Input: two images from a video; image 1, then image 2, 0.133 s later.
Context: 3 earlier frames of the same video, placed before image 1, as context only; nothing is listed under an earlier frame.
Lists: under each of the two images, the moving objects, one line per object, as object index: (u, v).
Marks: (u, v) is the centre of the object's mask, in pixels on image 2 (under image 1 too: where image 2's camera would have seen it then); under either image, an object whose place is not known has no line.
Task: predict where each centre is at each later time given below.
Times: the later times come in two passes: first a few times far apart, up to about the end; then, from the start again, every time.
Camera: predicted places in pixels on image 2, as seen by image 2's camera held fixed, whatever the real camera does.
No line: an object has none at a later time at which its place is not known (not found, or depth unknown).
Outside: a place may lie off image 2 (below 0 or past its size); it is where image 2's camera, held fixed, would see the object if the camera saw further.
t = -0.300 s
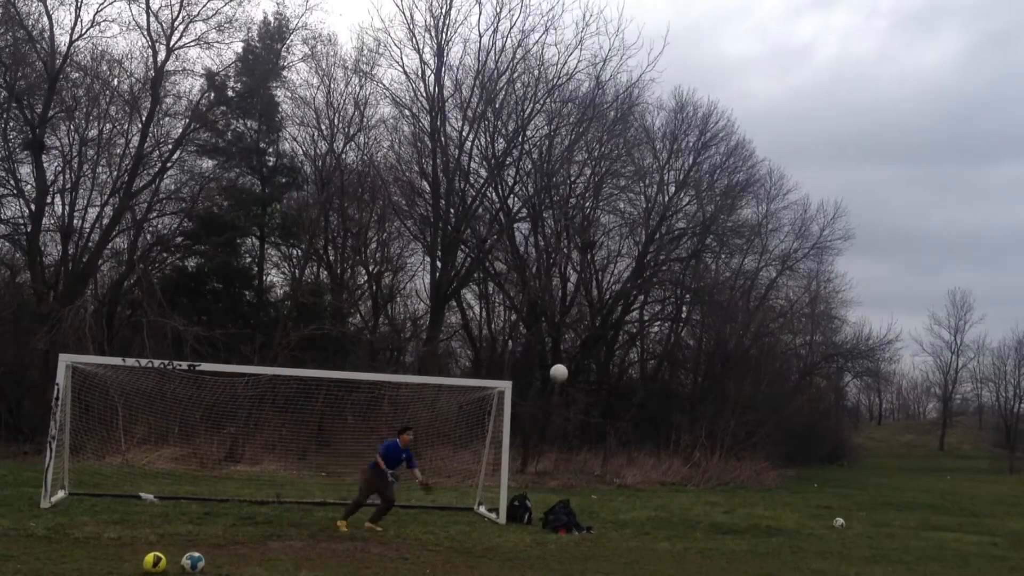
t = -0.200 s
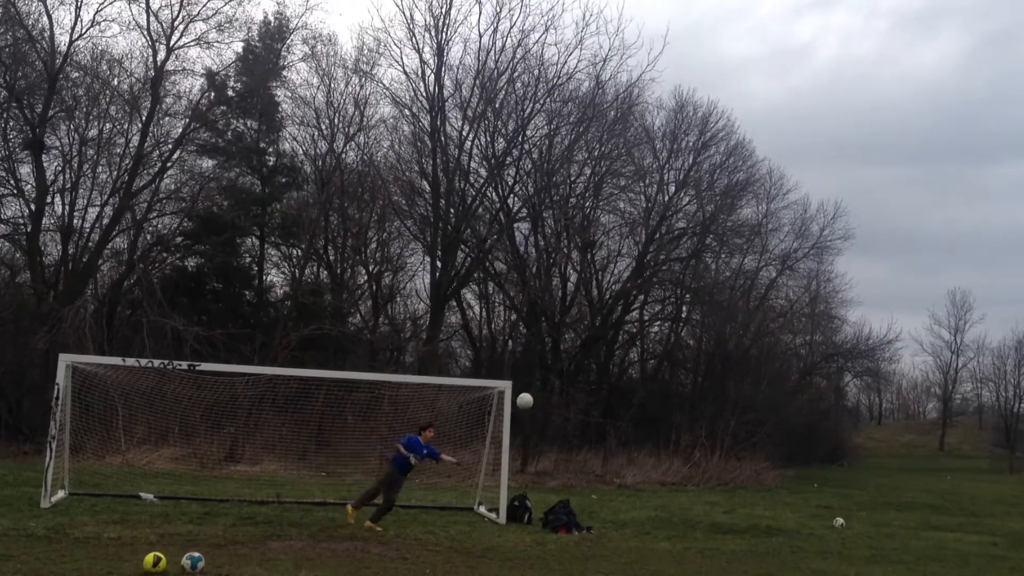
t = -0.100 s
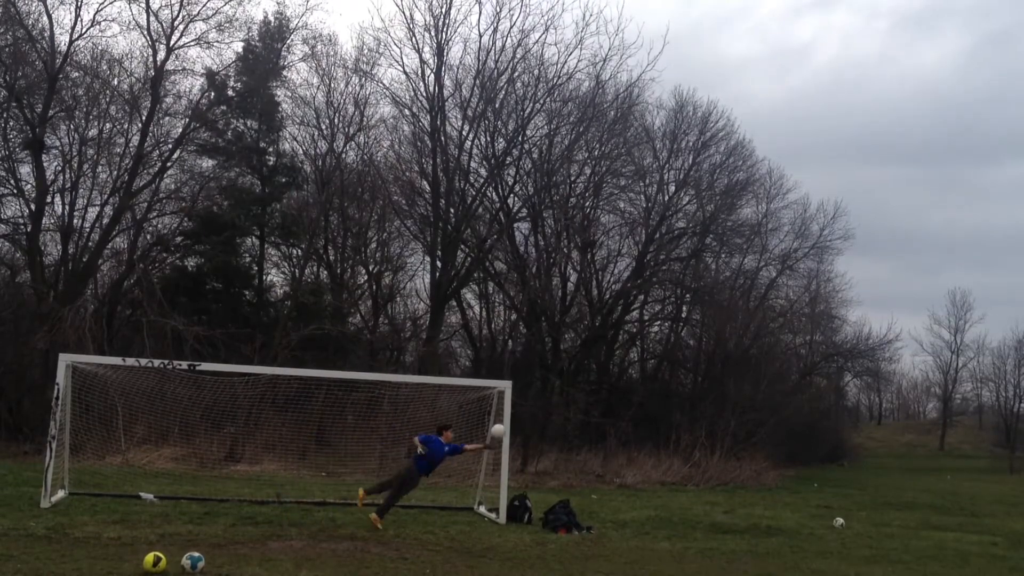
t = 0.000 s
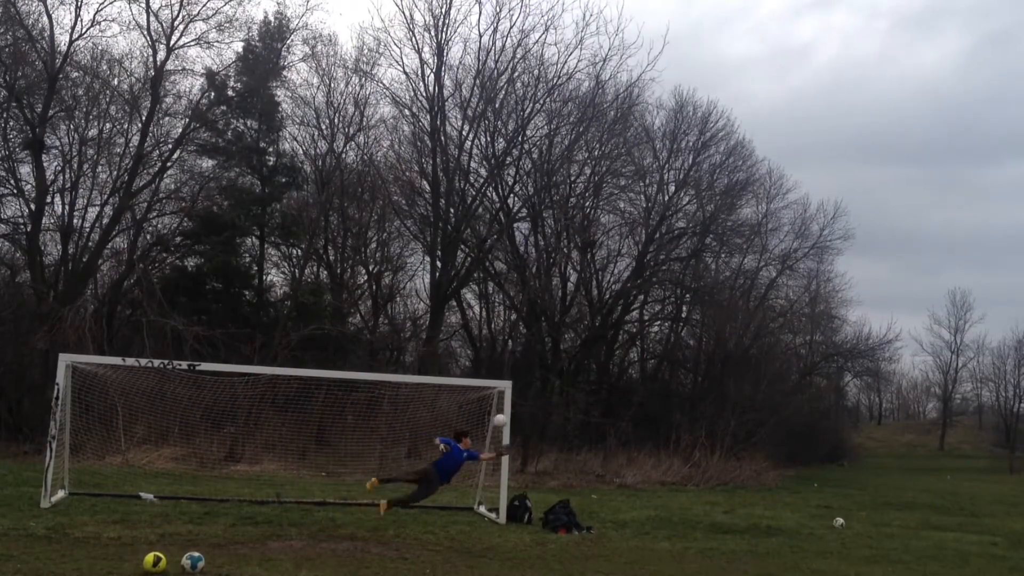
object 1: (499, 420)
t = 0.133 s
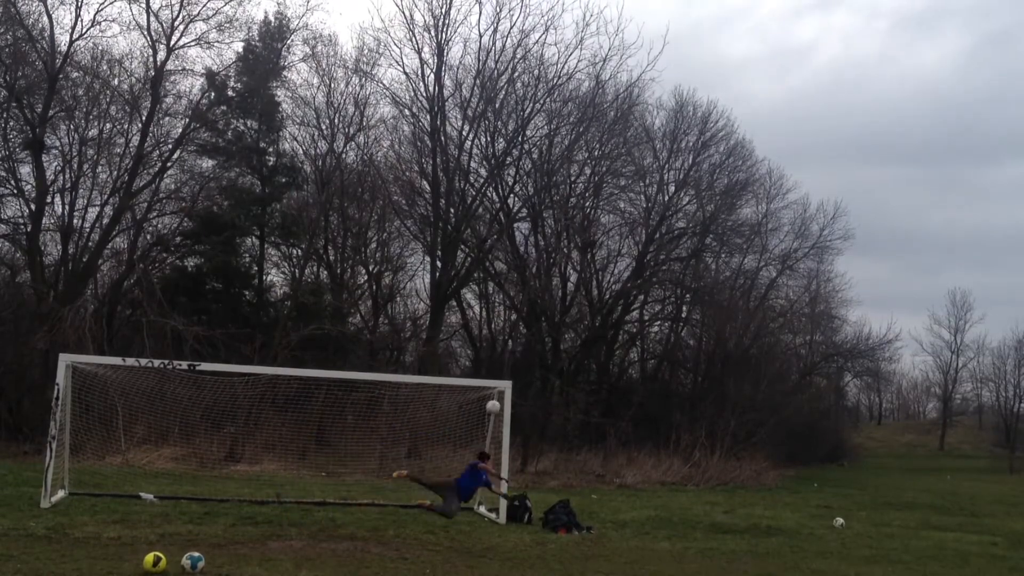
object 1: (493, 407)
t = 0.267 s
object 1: (462, 403)
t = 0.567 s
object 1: (378, 441)
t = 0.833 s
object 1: (280, 539)
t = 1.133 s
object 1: (202, 494)
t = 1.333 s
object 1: (139, 504)
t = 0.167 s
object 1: (485, 405)
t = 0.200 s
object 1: (478, 404)
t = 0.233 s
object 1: (470, 403)
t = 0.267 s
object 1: (462, 403)
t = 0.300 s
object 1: (454, 404)
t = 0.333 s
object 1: (445, 406)
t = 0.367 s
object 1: (436, 409)
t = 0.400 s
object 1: (427, 412)
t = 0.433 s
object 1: (418, 417)
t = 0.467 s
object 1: (408, 422)
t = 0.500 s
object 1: (399, 428)
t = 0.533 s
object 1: (388, 434)
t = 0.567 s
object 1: (378, 441)
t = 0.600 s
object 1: (367, 450)
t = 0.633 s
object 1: (356, 459)
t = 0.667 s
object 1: (344, 470)
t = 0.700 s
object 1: (332, 481)
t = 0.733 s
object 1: (320, 494)
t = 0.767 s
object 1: (307, 508)
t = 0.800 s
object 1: (294, 523)
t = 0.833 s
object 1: (280, 539)
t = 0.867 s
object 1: (272, 533)
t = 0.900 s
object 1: (264, 525)
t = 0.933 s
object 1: (255, 519)
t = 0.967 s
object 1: (247, 512)
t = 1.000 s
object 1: (239, 506)
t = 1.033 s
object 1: (230, 502)
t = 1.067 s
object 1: (221, 499)
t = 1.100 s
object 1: (212, 496)
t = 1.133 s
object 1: (202, 494)
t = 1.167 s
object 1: (192, 494)
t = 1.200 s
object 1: (182, 494)
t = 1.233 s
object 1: (172, 495)
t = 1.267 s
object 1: (162, 497)
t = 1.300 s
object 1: (150, 501)
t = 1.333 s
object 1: (139, 504)
